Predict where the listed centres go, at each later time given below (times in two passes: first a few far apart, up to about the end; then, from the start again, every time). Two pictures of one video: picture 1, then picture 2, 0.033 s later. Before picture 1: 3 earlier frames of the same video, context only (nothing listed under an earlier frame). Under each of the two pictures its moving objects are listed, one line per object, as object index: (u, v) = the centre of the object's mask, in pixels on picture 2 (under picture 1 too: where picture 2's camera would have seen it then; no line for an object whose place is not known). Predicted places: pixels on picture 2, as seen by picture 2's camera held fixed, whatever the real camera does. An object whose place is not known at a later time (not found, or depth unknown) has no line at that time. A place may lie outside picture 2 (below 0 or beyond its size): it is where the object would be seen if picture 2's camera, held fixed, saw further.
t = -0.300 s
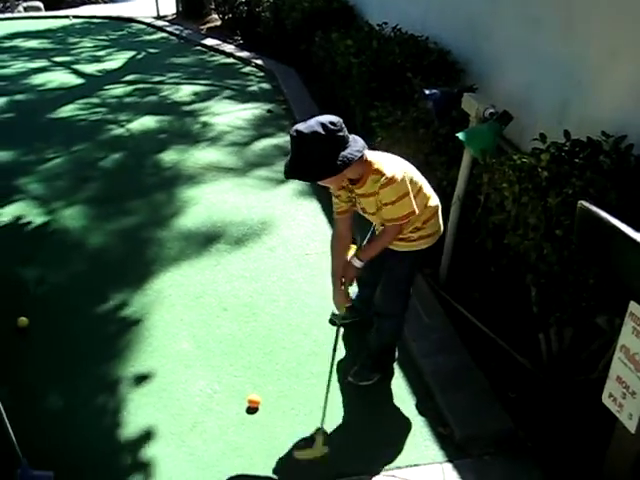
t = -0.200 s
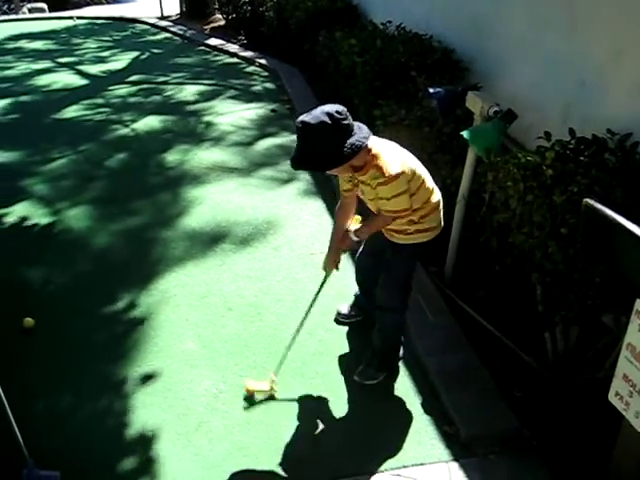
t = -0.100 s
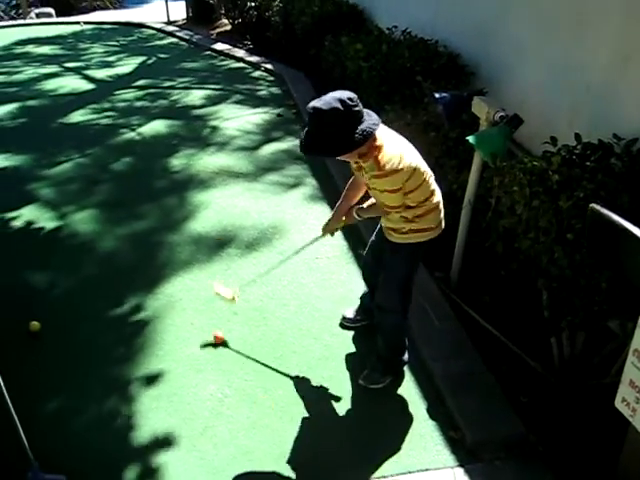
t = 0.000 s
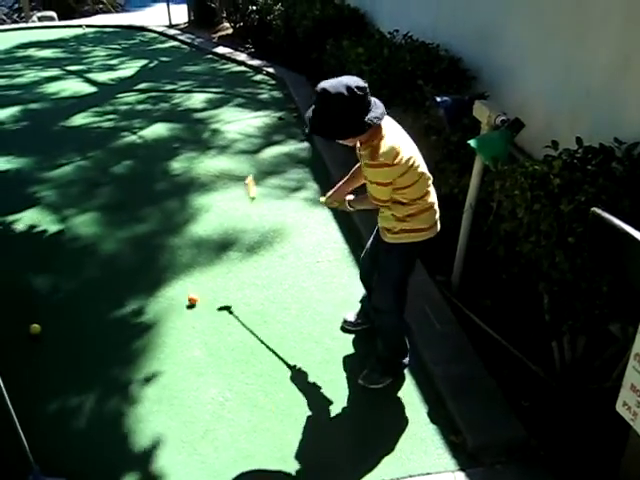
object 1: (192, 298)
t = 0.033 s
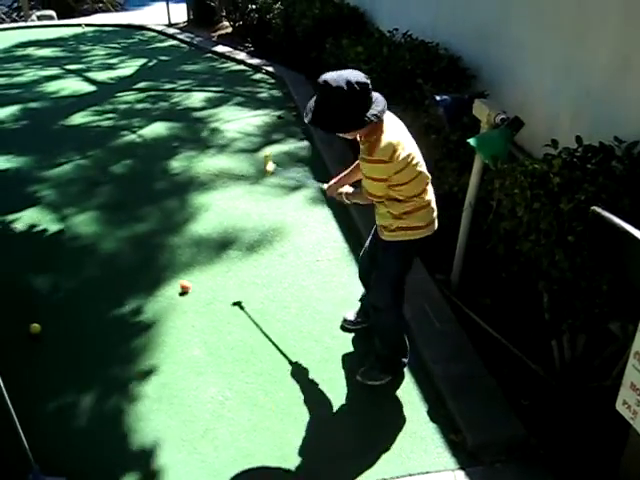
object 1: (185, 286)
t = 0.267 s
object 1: (144, 221)
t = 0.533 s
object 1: (112, 175)
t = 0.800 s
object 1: (93, 137)
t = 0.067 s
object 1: (178, 274)
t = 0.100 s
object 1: (172, 265)
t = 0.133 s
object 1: (165, 254)
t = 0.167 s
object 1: (159, 247)
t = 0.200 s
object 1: (155, 237)
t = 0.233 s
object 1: (149, 230)
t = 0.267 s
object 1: (144, 221)
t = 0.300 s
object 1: (140, 215)
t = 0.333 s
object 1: (136, 208)
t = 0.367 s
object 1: (131, 201)
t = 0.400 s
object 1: (128, 196)
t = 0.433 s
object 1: (124, 190)
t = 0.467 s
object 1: (120, 184)
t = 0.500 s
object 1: (117, 178)
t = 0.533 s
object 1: (112, 175)
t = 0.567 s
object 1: (111, 167)
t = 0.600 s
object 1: (108, 164)
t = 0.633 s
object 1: (106, 159)
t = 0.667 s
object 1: (103, 154)
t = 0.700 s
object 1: (99, 150)
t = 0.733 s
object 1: (97, 145)
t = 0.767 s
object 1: (95, 141)
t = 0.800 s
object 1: (93, 137)
